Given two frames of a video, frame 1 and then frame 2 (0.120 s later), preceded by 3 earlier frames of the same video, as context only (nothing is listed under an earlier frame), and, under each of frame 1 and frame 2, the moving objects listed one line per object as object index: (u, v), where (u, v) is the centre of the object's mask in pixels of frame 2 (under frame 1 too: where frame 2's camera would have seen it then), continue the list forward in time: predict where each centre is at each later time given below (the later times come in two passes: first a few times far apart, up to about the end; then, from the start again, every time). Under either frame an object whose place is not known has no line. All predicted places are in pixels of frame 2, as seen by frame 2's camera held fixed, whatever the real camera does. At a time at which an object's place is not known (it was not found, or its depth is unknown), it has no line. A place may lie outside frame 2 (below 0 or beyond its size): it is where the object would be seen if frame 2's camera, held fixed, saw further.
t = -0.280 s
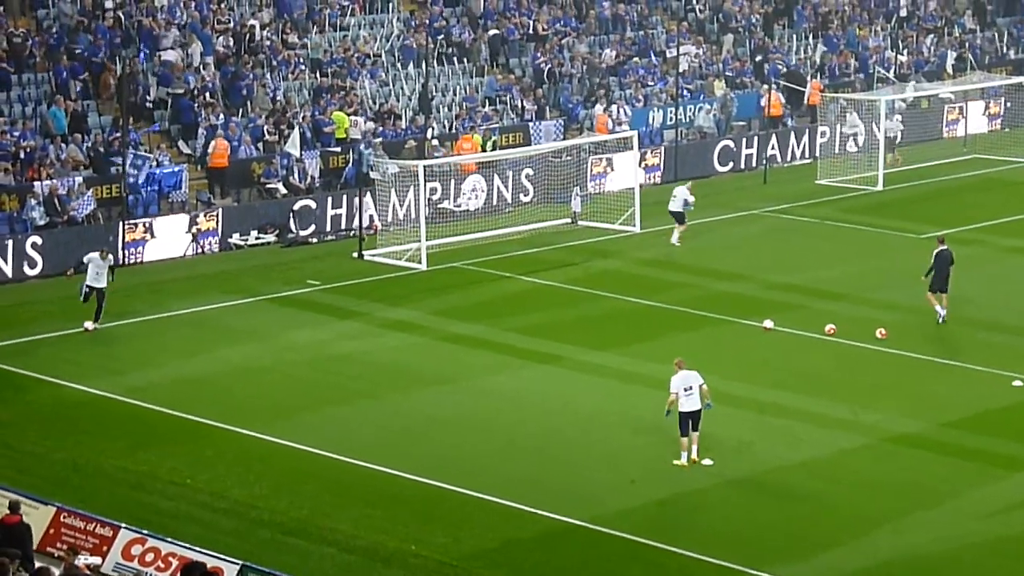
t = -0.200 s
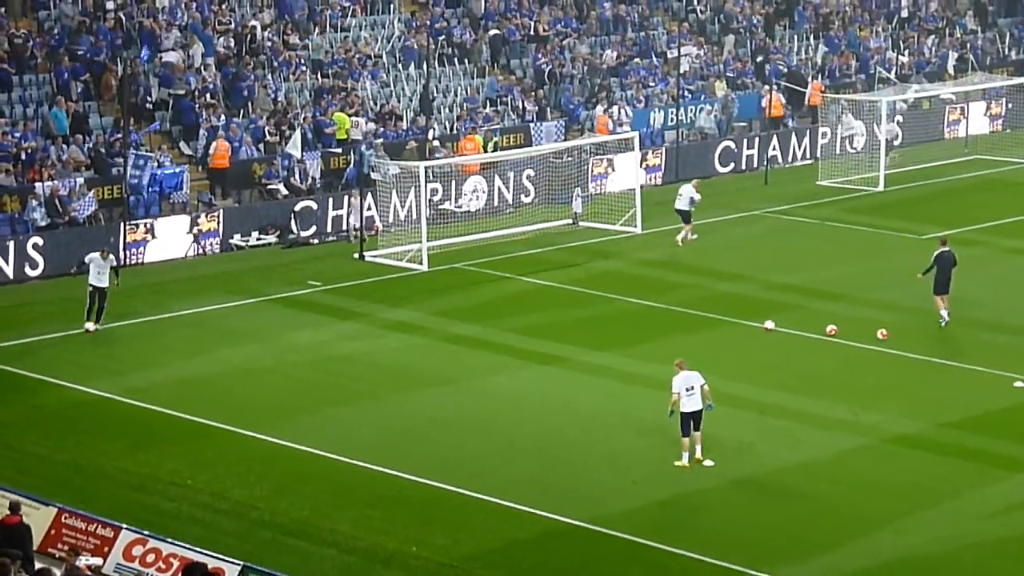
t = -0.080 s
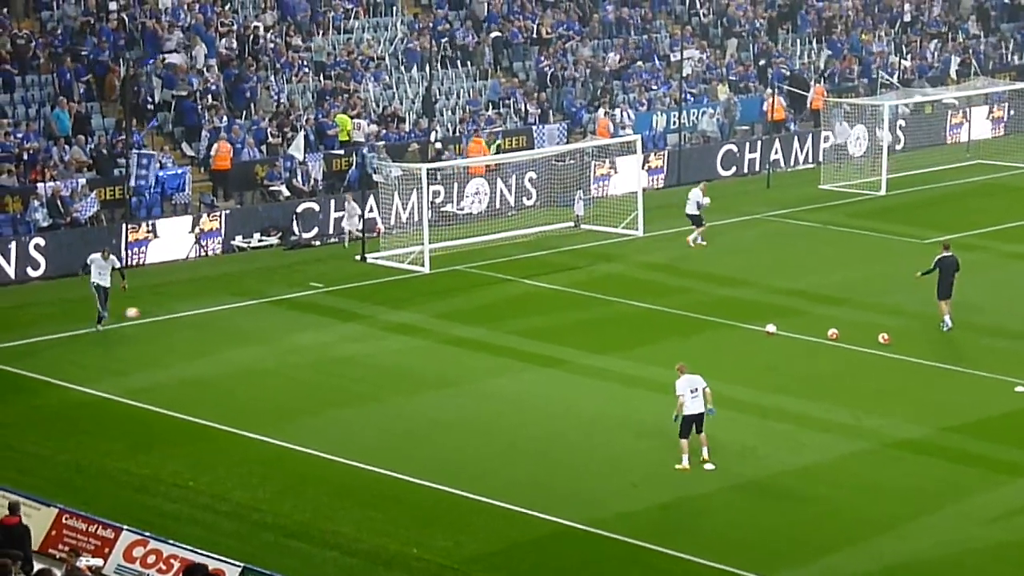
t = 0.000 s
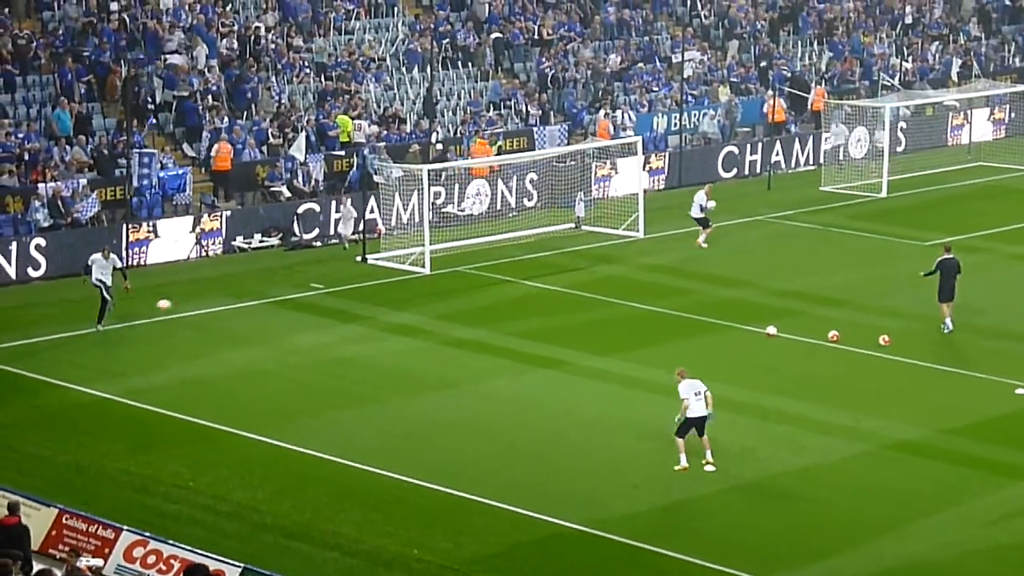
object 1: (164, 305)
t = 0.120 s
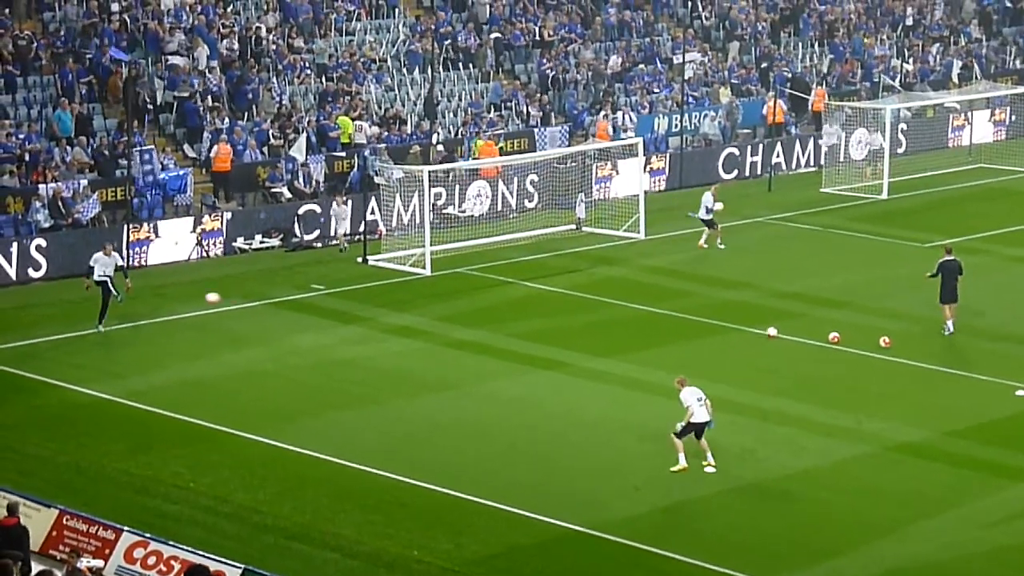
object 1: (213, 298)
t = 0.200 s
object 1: (246, 295)
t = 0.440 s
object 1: (351, 302)
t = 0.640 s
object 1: (443, 328)
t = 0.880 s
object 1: (560, 384)
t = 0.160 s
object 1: (229, 296)
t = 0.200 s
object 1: (246, 295)
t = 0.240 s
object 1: (263, 295)
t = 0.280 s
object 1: (279, 295)
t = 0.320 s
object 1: (297, 295)
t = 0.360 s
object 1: (315, 298)
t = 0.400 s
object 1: (332, 299)
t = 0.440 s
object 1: (351, 302)
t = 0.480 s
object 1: (368, 307)
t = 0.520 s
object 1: (388, 311)
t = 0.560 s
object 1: (406, 316)
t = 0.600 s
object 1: (424, 322)
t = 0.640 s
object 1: (443, 328)
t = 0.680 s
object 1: (462, 335)
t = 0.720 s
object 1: (481, 344)
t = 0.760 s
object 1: (501, 352)
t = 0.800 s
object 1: (520, 362)
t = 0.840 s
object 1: (539, 372)
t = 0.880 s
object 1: (560, 384)
